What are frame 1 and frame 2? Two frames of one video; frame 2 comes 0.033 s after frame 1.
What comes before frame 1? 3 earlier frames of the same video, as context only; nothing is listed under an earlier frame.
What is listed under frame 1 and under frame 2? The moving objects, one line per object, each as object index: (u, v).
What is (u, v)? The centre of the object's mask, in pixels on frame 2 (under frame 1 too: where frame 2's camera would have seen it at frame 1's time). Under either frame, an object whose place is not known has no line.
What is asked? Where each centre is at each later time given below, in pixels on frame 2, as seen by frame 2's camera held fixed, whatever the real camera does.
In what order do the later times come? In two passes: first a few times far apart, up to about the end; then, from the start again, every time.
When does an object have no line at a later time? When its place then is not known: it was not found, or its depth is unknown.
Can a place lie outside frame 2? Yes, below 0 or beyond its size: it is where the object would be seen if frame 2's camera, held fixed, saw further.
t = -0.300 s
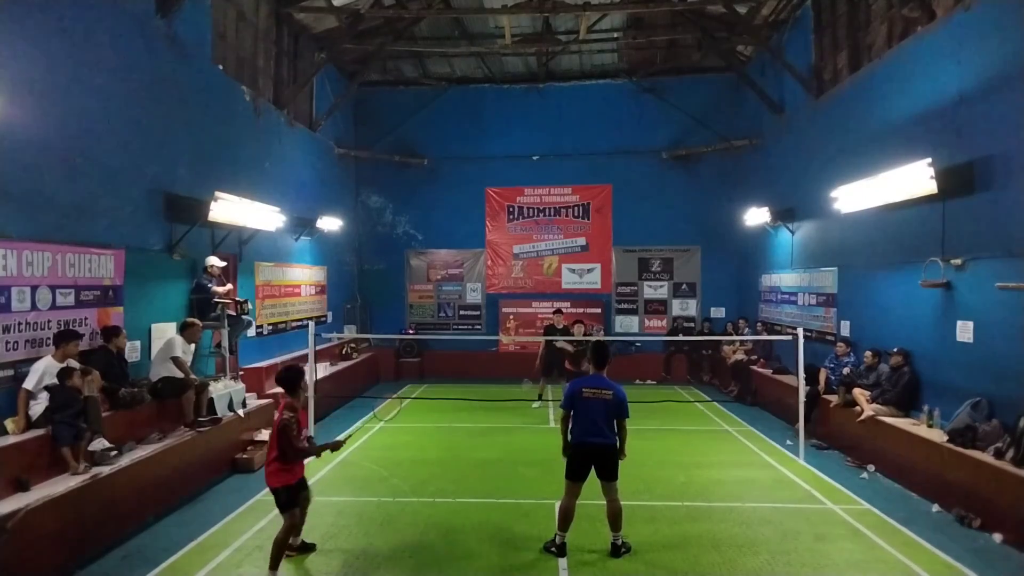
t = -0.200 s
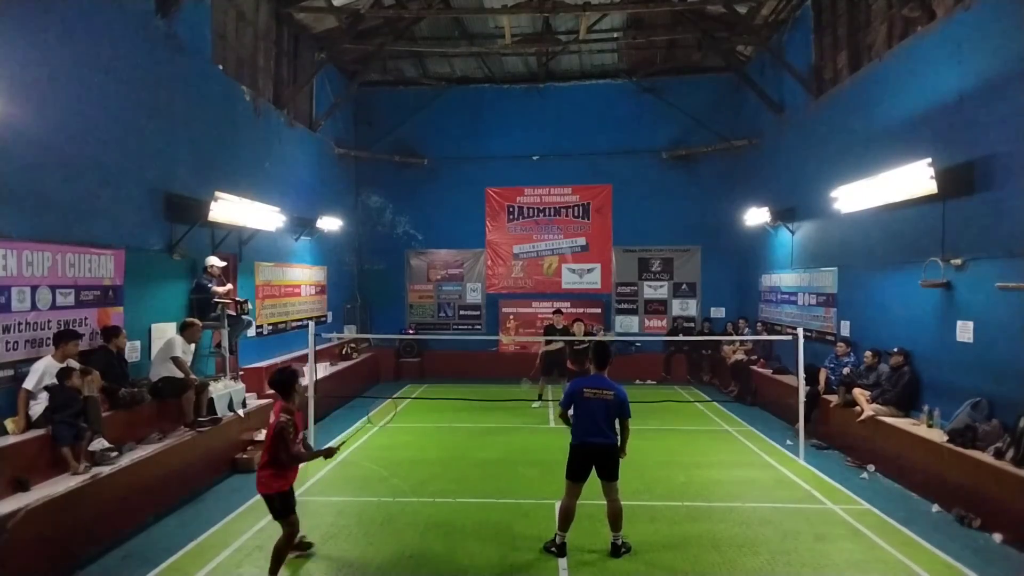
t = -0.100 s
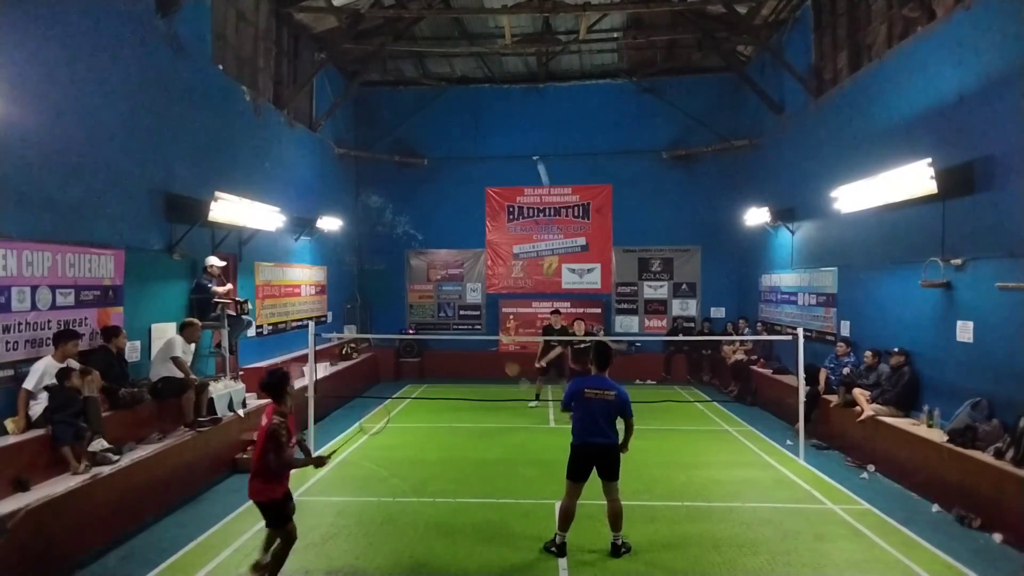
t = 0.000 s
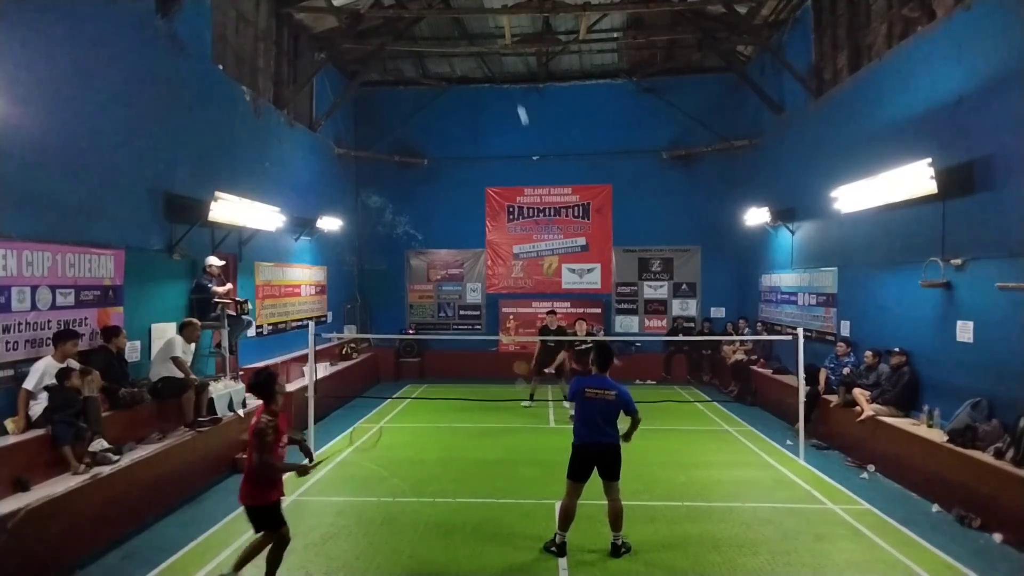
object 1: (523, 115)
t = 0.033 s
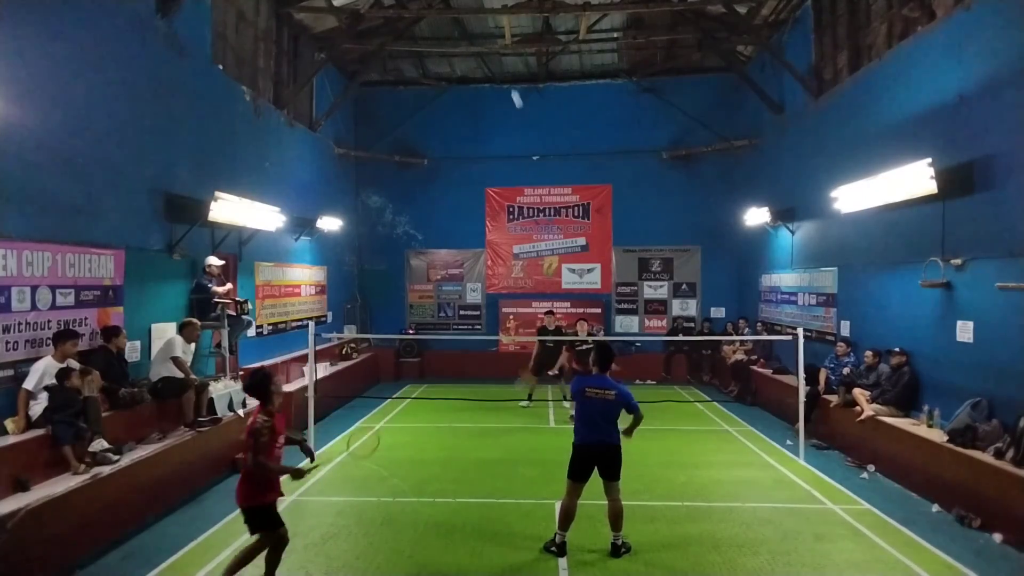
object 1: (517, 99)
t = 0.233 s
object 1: (483, 34)
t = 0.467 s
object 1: (445, 17)
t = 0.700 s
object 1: (408, 67)
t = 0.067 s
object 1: (511, 85)
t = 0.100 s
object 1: (505, 72)
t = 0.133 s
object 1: (499, 60)
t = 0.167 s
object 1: (494, 50)
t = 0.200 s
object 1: (488, 41)
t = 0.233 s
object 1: (483, 34)
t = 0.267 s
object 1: (477, 28)
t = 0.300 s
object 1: (472, 23)
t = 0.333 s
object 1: (466, 19)
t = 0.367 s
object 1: (461, 16)
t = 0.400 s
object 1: (456, 15)
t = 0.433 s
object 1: (451, 15)
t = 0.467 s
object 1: (445, 17)
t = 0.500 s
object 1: (440, 20)
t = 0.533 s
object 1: (435, 24)
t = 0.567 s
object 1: (429, 29)
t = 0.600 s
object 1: (424, 36)
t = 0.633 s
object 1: (418, 45)
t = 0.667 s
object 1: (414, 55)
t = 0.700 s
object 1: (408, 67)
